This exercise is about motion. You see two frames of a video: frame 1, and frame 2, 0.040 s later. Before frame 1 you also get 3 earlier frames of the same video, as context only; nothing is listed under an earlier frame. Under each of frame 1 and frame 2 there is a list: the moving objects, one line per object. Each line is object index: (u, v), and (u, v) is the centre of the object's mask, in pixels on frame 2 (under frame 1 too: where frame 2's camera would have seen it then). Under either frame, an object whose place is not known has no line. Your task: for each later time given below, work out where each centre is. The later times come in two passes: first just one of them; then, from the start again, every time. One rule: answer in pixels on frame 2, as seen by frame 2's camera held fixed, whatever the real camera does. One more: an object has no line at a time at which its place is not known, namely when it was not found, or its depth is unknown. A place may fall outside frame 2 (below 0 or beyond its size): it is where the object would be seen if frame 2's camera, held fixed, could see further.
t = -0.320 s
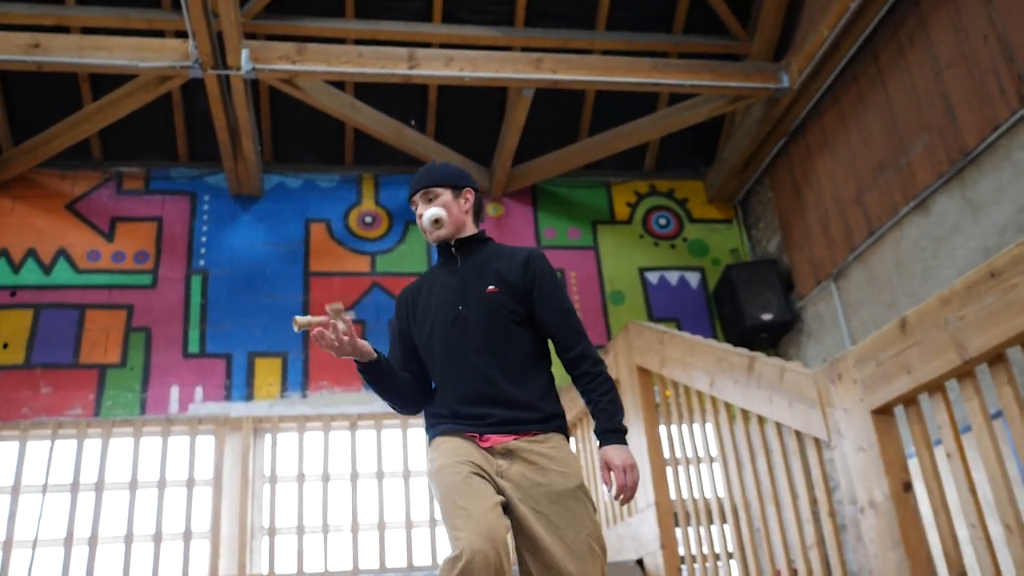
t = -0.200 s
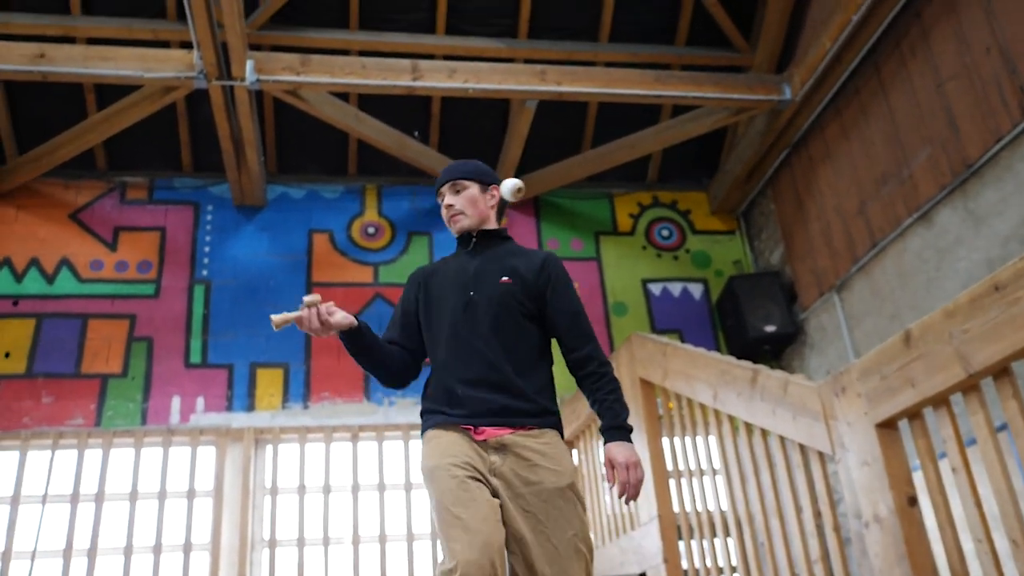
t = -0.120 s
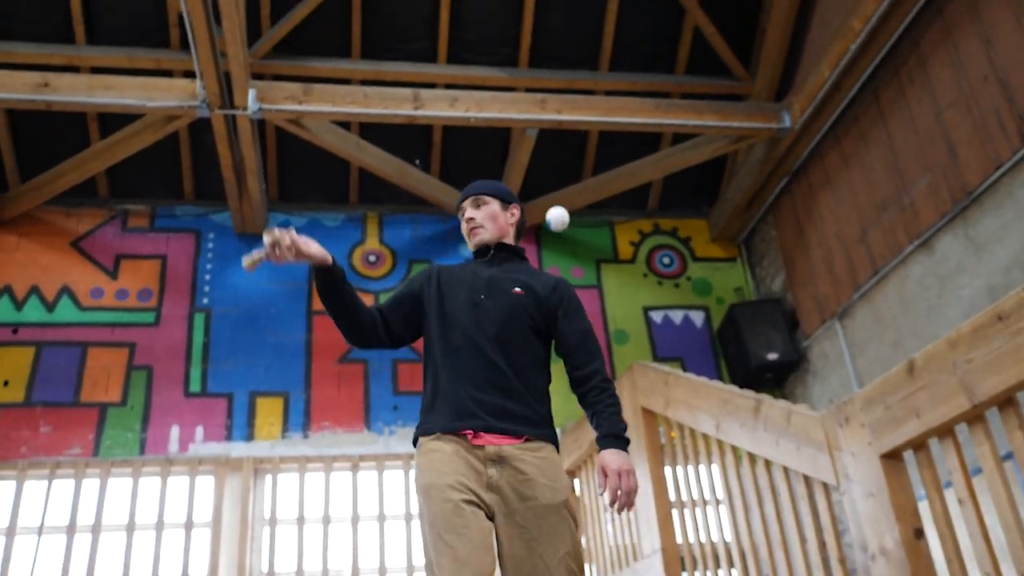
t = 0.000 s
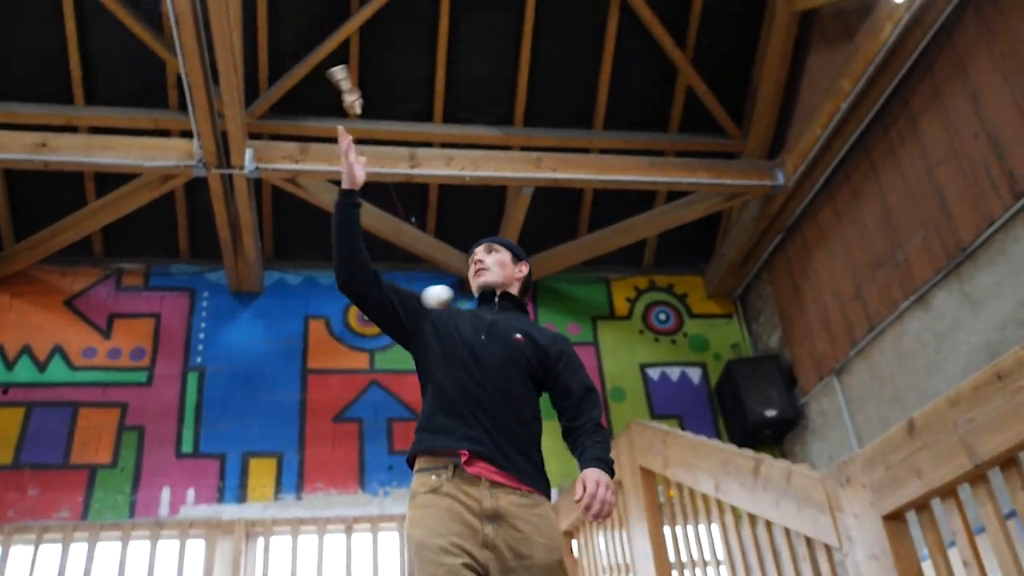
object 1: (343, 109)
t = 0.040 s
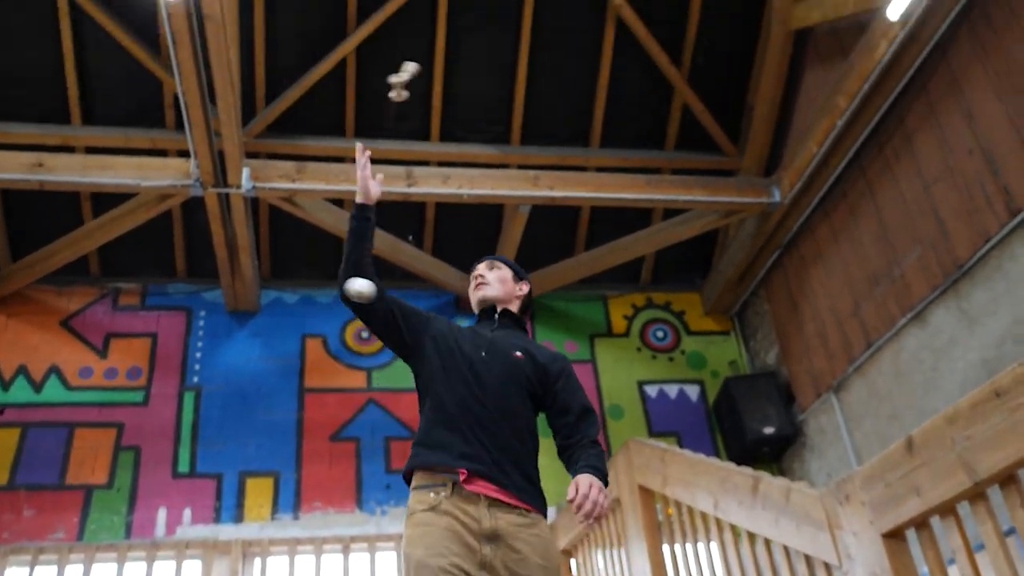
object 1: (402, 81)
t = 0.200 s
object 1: (490, 156)
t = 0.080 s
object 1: (447, 76)
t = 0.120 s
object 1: (486, 91)
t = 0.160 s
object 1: (502, 121)
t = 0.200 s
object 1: (490, 156)
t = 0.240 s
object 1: (458, 187)
